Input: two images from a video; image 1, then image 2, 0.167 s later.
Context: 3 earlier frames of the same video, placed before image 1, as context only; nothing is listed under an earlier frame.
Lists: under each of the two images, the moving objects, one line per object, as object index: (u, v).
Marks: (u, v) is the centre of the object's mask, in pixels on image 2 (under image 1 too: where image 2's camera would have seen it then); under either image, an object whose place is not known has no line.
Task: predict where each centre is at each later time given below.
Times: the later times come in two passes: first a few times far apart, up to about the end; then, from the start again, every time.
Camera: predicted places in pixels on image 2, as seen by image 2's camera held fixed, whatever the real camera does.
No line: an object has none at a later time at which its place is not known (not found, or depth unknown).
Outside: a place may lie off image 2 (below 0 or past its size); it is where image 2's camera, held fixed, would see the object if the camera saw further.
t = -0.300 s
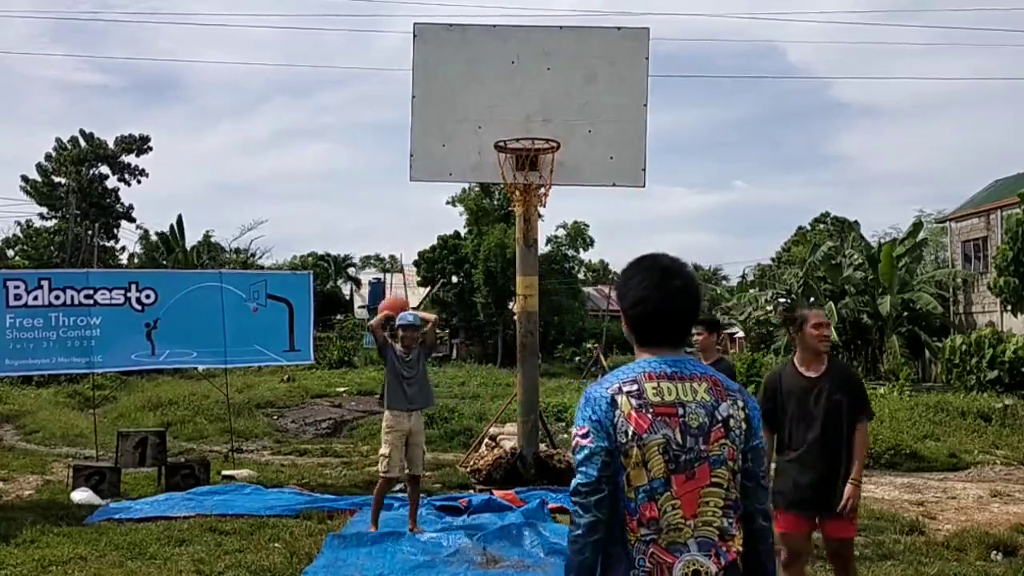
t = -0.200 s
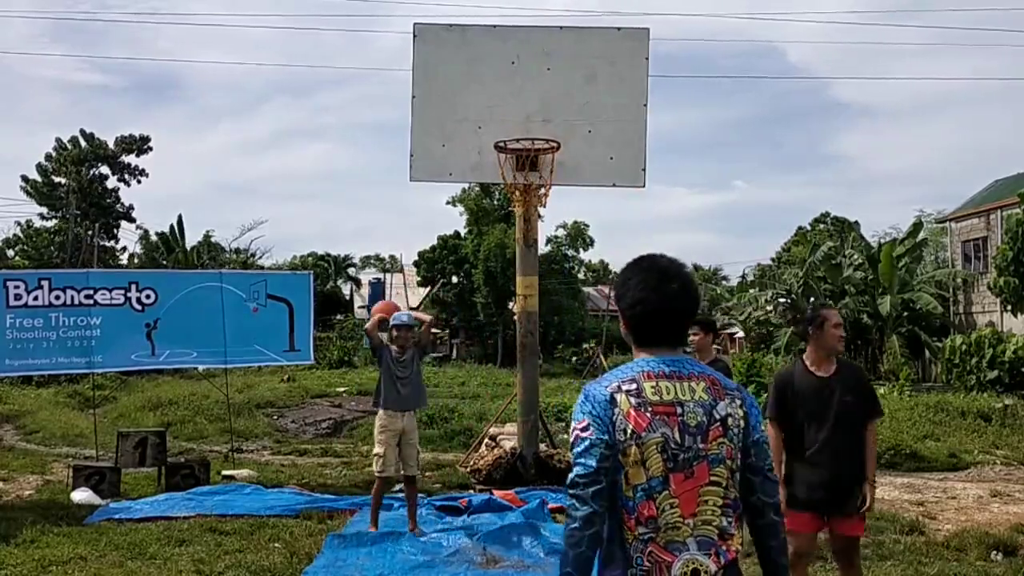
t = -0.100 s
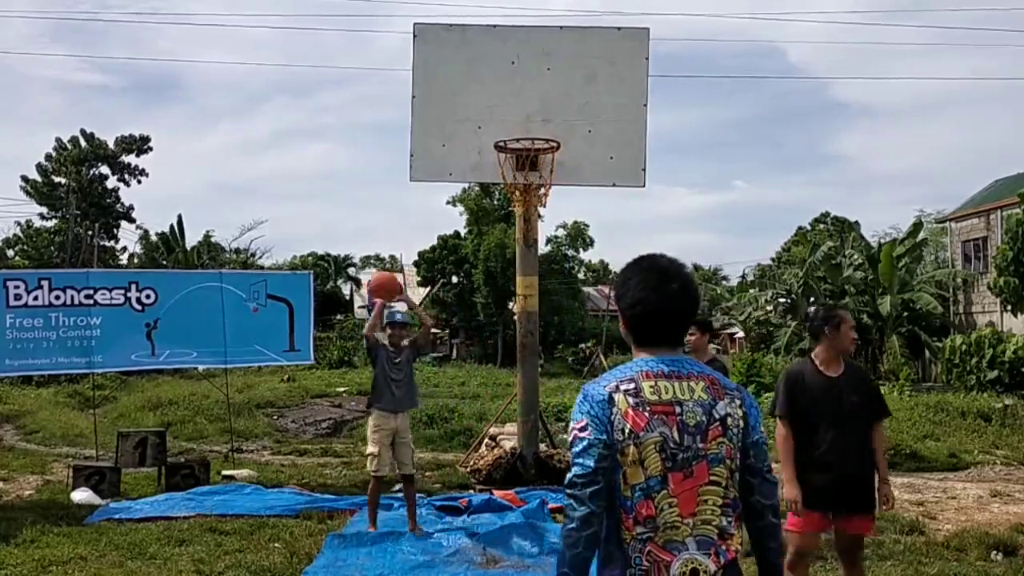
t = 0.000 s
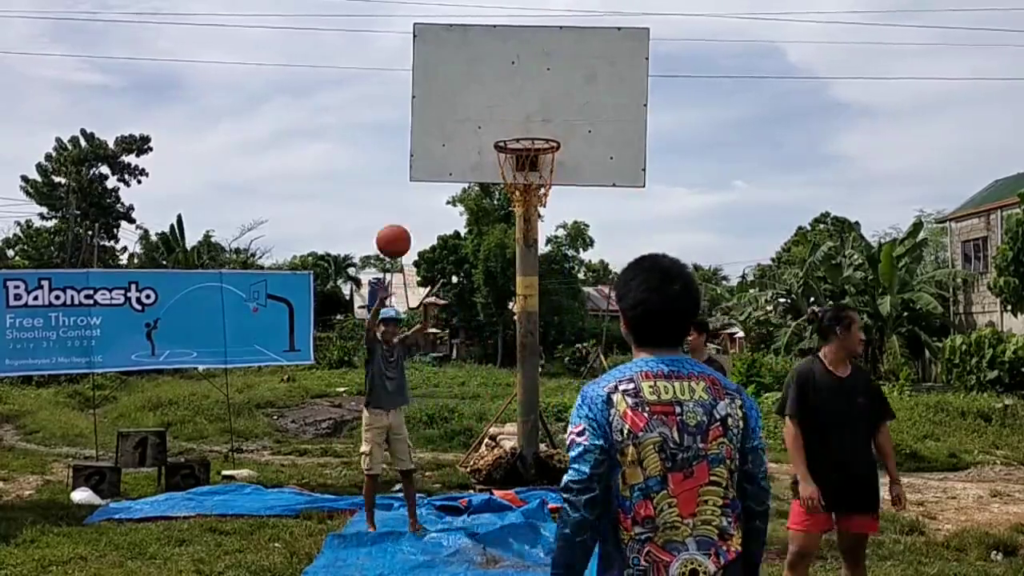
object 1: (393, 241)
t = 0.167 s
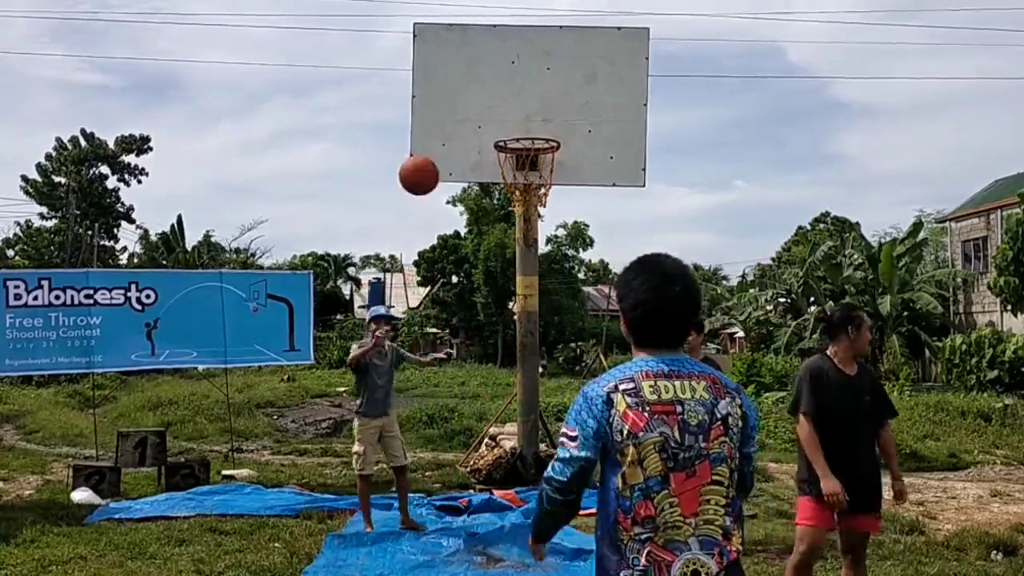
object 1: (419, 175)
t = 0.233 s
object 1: (432, 157)
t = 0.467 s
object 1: (492, 149)
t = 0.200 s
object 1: (425, 166)
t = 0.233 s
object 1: (432, 157)
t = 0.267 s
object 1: (438, 150)
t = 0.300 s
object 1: (446, 144)
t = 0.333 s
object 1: (454, 141)
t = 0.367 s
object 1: (462, 139)
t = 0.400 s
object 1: (472, 140)
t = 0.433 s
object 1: (481, 143)
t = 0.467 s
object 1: (492, 149)
